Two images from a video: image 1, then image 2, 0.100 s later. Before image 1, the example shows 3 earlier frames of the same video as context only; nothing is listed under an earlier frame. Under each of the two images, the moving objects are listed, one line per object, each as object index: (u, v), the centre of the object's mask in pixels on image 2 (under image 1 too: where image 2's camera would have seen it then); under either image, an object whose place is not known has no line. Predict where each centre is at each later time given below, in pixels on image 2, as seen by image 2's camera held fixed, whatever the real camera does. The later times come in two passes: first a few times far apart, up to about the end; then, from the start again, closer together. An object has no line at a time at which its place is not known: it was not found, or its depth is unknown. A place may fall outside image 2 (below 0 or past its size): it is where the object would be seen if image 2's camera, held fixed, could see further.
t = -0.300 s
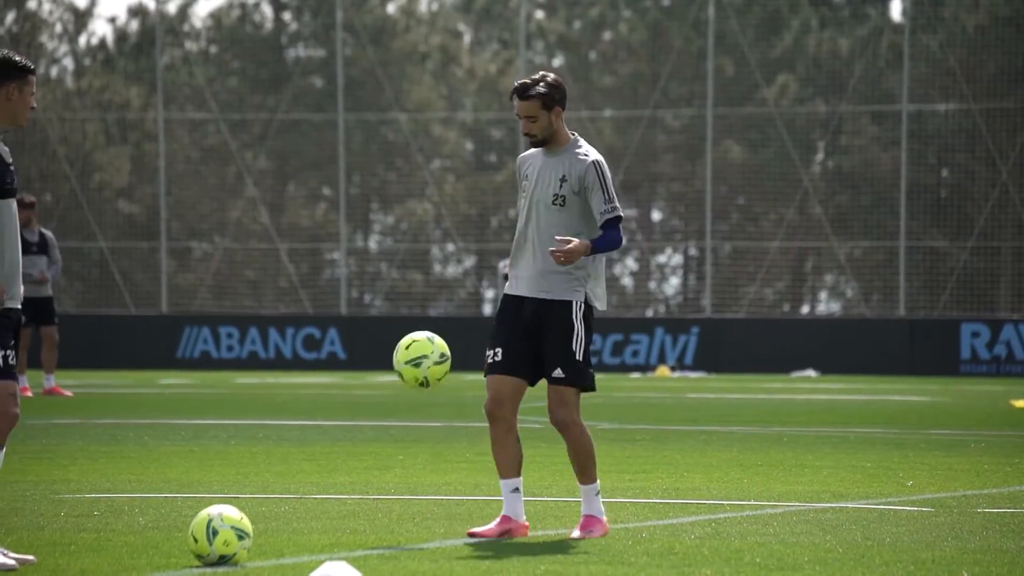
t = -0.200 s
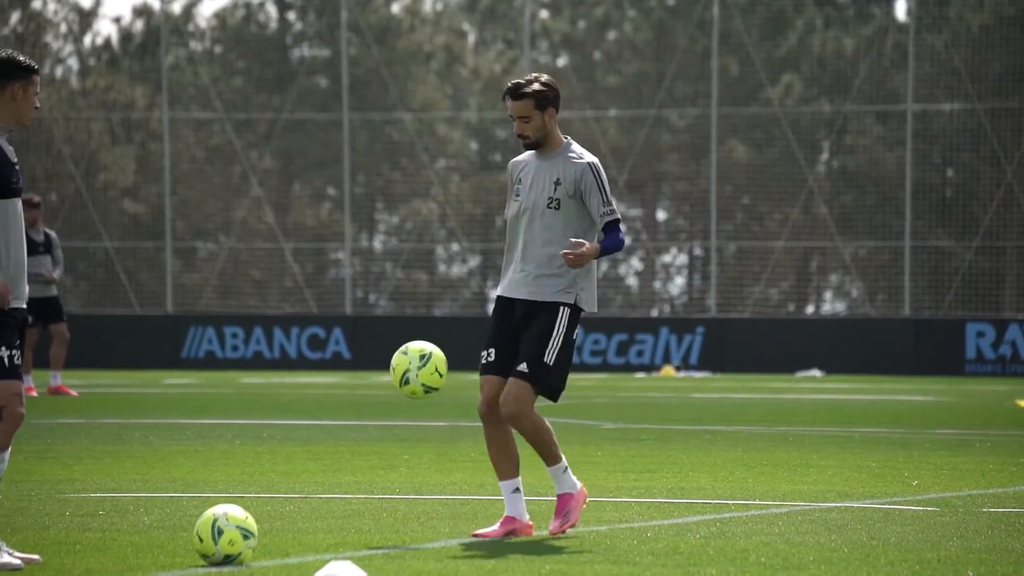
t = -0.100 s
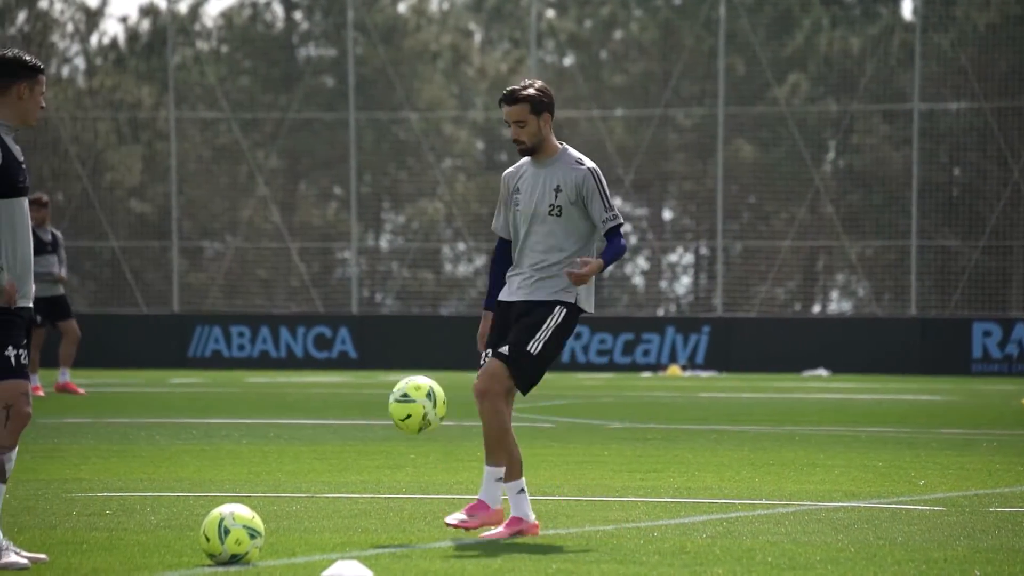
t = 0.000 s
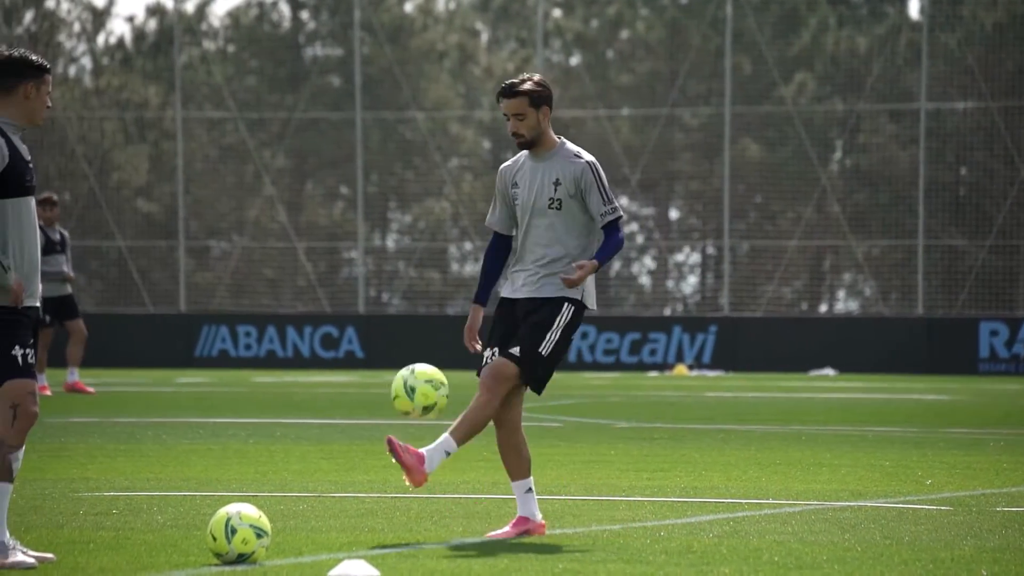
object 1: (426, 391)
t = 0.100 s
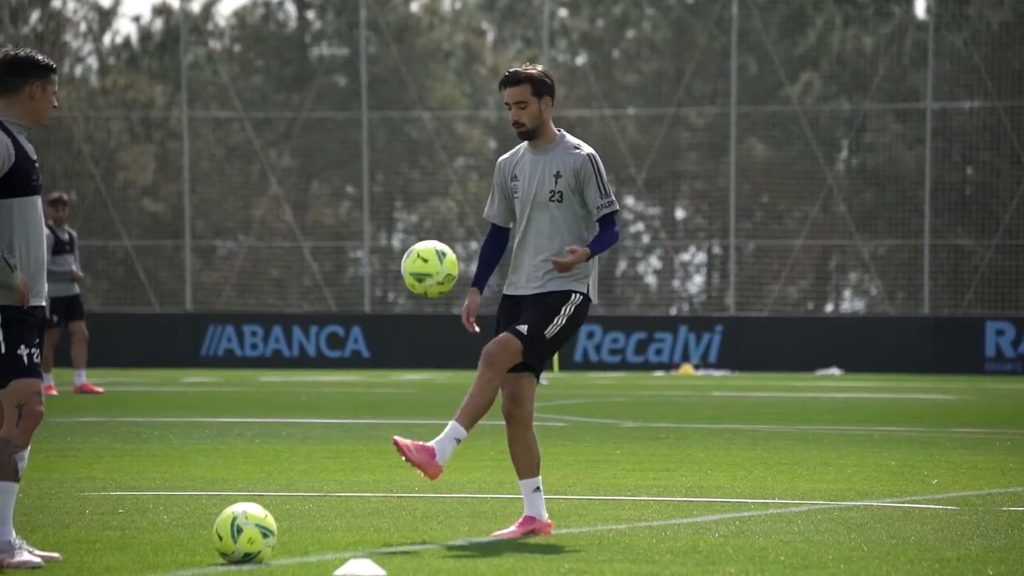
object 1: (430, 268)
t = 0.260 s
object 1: (436, 122)
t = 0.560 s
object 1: (452, 21)
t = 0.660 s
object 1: (457, 31)
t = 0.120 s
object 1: (430, 247)
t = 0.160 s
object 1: (431, 206)
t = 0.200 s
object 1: (433, 170)
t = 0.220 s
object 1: (434, 153)
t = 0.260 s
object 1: (436, 122)
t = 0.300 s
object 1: (438, 95)
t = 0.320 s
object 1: (439, 82)
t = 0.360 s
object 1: (441, 61)
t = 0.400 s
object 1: (443, 44)
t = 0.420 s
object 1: (444, 37)
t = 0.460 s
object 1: (446, 27)
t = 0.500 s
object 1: (448, 22)
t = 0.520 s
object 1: (449, 21)
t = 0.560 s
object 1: (452, 21)
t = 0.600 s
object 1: (453, 23)
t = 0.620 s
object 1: (455, 24)
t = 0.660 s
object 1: (457, 31)
